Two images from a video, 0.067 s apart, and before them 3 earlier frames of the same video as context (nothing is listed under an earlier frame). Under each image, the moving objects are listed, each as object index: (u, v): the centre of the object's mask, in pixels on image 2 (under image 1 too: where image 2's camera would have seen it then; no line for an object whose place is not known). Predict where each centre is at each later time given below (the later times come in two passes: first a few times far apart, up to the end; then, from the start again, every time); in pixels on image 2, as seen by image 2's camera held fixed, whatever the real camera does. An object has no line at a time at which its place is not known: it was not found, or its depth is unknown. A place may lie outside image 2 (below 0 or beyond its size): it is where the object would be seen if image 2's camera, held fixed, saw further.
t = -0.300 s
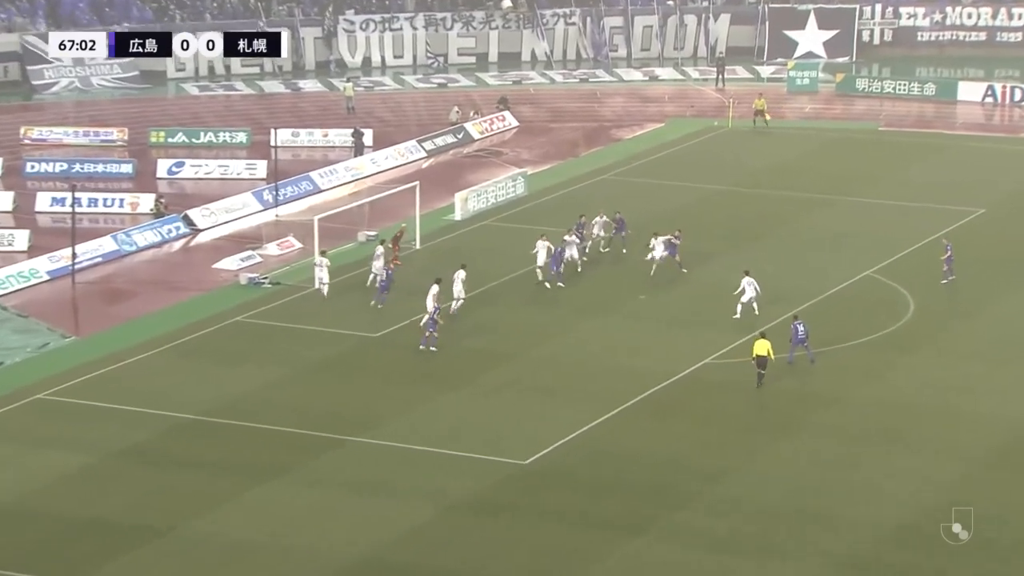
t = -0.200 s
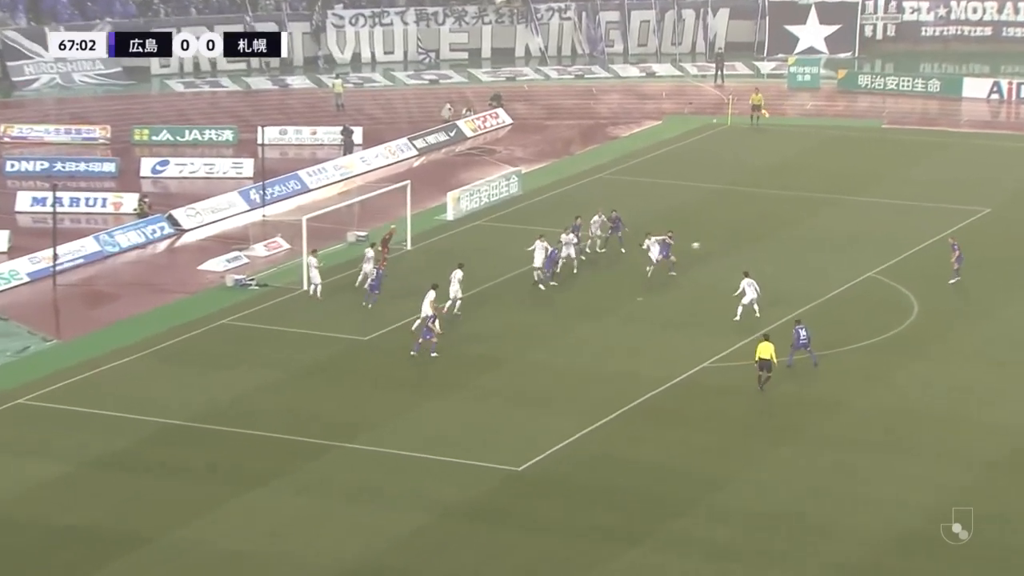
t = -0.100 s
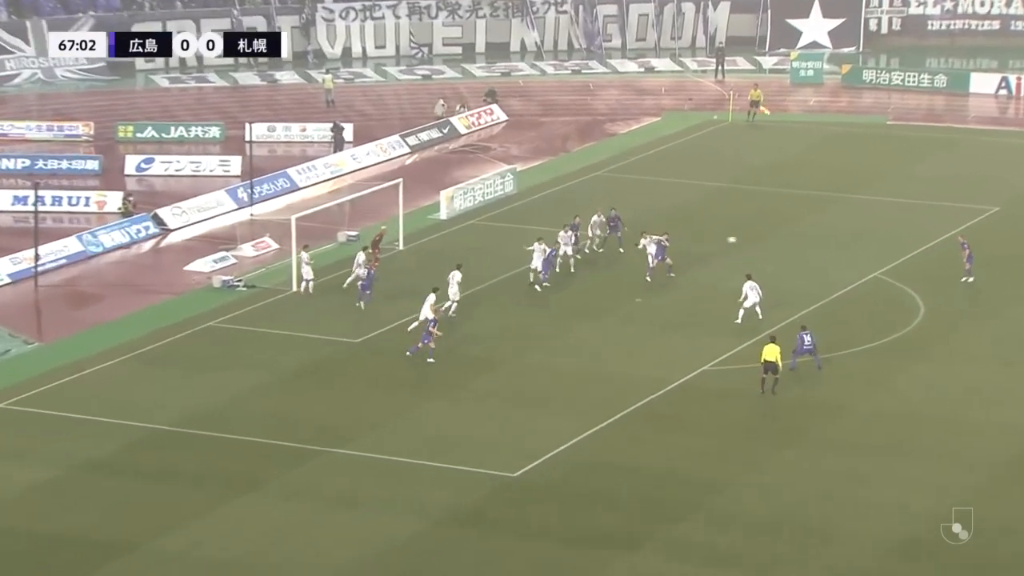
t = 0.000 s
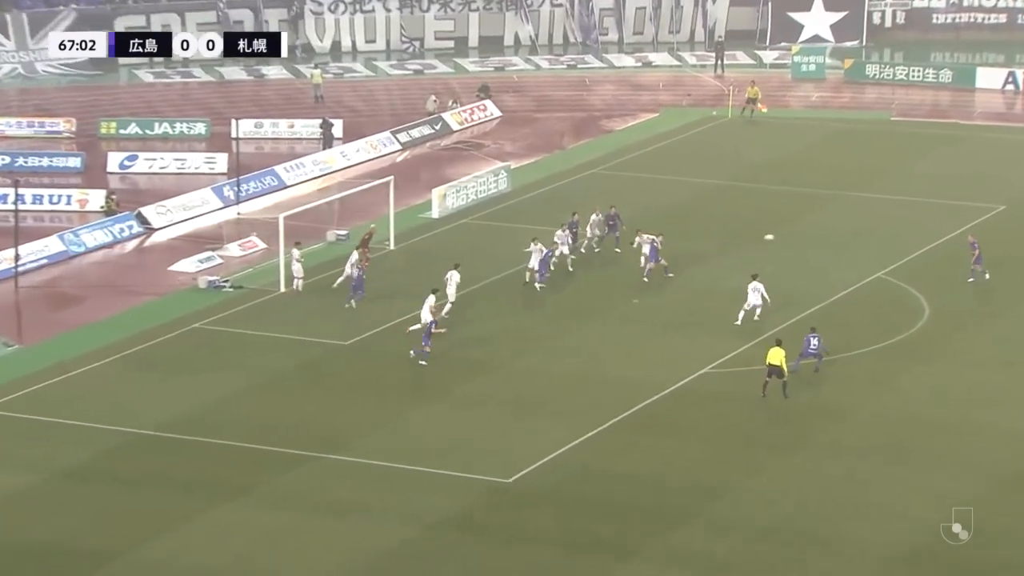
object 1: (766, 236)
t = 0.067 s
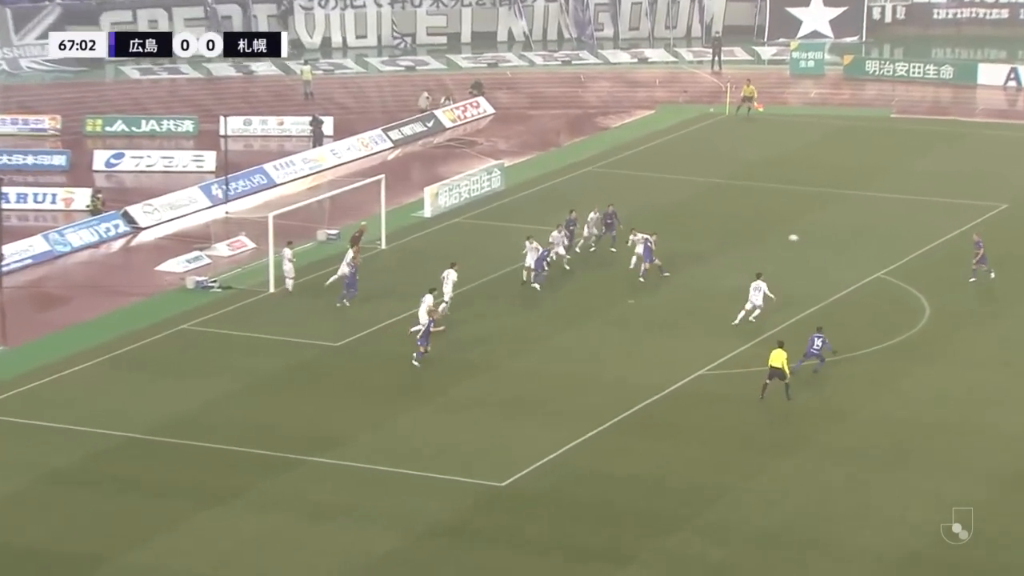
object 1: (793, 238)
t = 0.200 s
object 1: (846, 247)
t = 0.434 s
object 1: (937, 282)
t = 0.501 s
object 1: (963, 297)
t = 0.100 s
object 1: (806, 239)
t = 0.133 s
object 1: (820, 241)
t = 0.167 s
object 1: (833, 244)
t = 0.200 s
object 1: (846, 247)
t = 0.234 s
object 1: (860, 250)
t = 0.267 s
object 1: (872, 254)
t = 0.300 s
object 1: (885, 259)
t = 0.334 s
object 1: (898, 264)
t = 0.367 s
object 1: (911, 270)
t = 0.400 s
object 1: (924, 276)
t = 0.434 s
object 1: (937, 282)
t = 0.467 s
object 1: (950, 289)
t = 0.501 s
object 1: (963, 297)
